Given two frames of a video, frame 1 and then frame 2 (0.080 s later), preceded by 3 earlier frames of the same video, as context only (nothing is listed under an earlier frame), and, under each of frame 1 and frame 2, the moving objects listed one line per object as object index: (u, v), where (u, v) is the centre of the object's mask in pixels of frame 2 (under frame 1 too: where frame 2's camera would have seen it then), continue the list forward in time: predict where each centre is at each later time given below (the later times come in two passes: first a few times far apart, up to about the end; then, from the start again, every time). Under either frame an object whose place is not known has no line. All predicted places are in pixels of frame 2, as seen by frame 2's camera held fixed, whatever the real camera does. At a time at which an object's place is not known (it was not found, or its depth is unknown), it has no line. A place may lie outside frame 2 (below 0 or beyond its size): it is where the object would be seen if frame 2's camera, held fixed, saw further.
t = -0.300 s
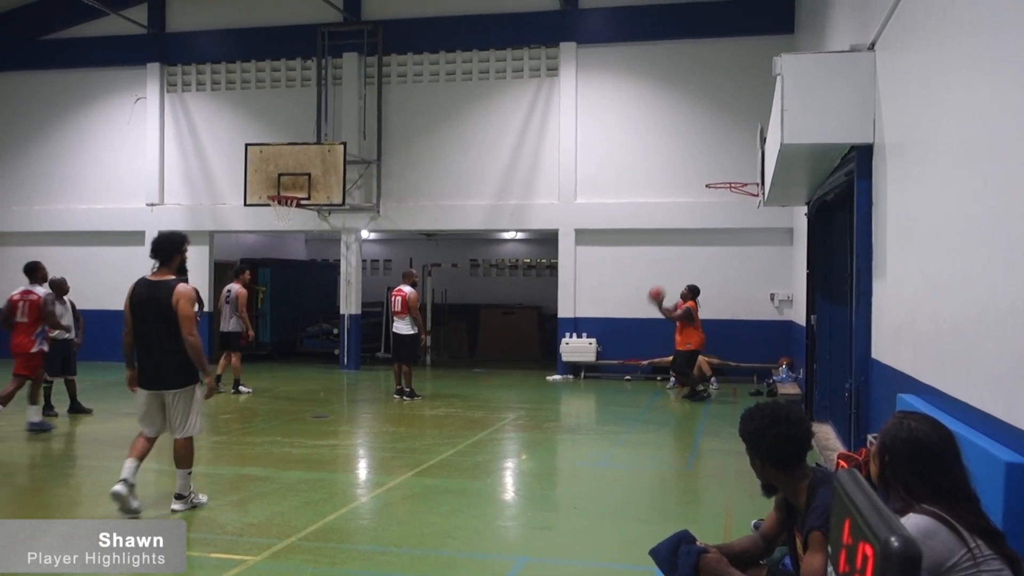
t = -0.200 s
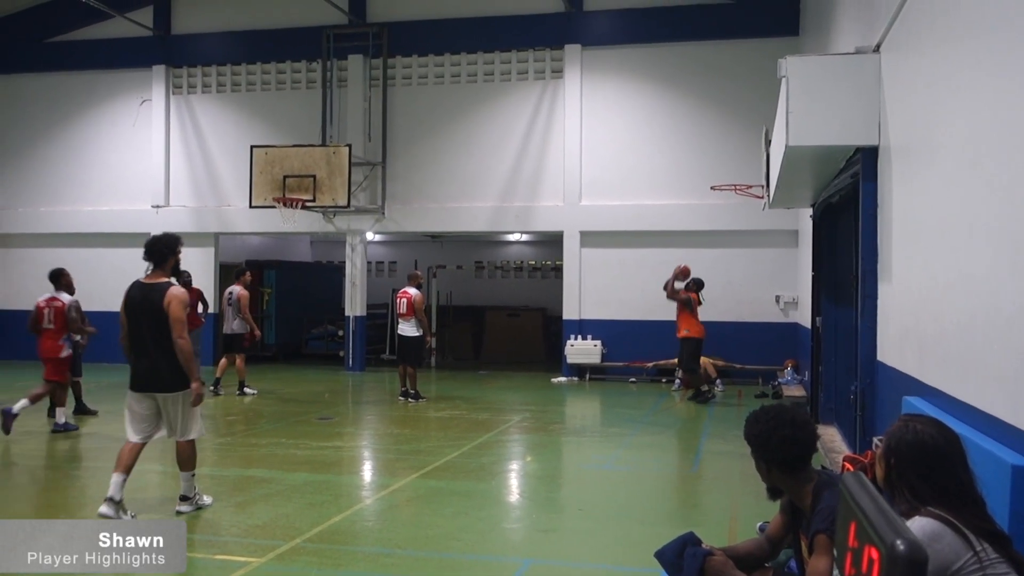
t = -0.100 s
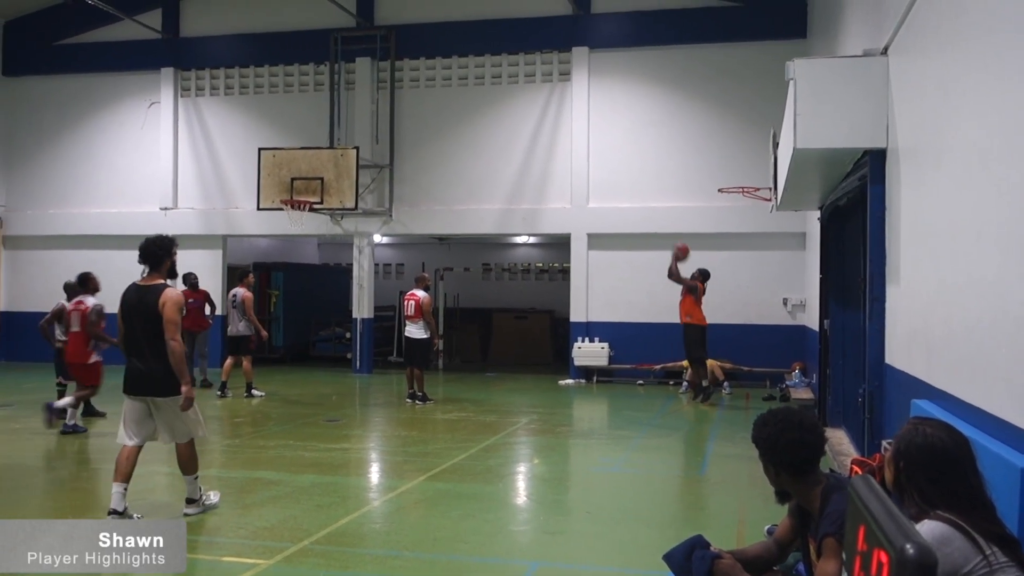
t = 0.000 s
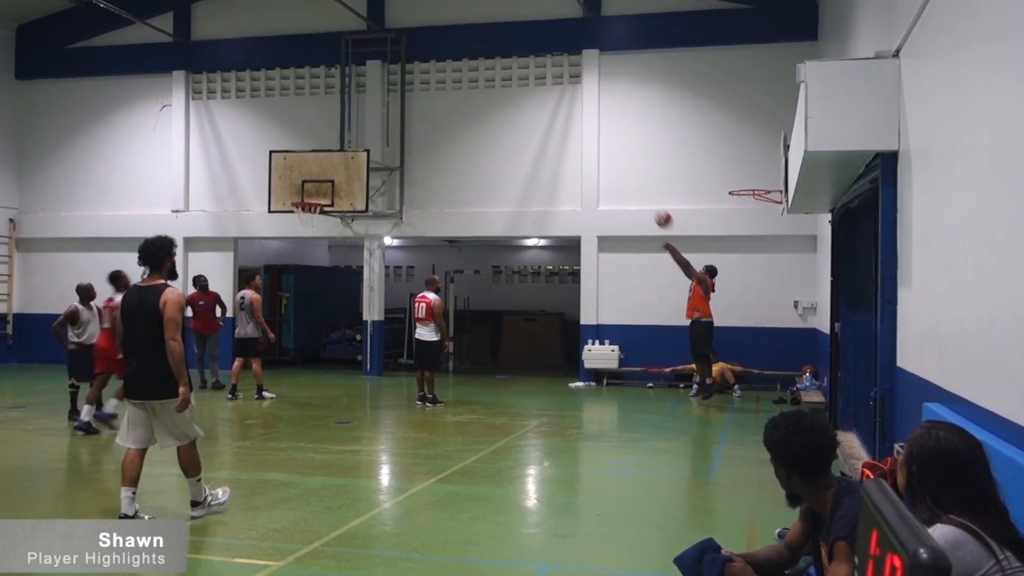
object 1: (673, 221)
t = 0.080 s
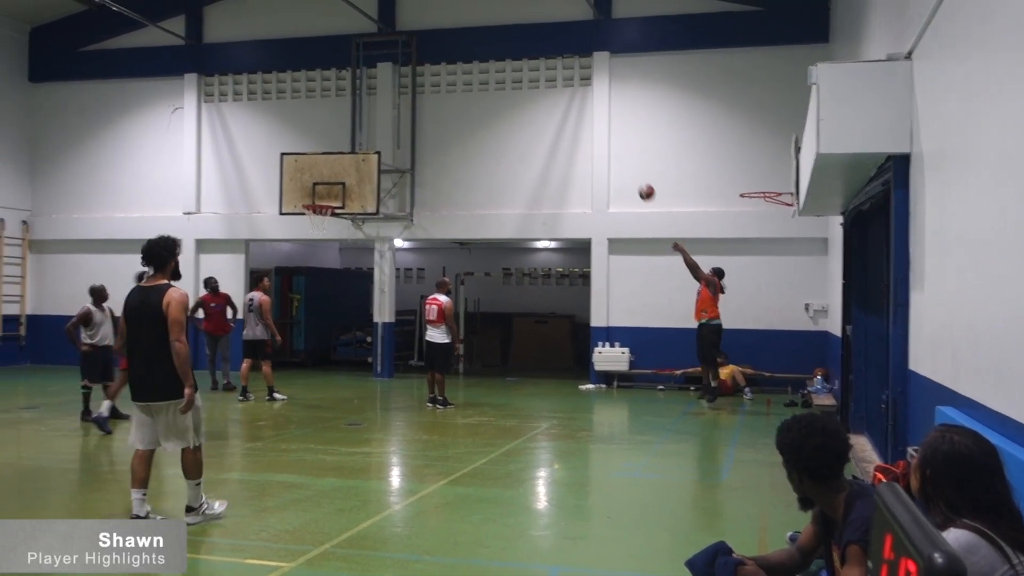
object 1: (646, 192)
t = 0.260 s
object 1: (585, 144)
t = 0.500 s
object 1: (511, 113)
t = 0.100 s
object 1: (640, 186)
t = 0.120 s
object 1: (633, 180)
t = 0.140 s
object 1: (626, 174)
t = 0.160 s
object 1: (619, 168)
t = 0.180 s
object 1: (612, 162)
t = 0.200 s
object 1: (606, 157)
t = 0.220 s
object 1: (599, 152)
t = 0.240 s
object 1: (592, 148)
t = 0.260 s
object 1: (585, 144)
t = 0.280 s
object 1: (579, 140)
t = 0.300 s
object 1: (573, 136)
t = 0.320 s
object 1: (566, 132)
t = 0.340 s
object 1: (560, 129)
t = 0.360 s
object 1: (554, 126)
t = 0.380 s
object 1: (548, 123)
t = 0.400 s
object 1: (542, 121)
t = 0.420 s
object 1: (536, 119)
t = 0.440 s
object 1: (529, 118)
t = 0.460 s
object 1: (523, 116)
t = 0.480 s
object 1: (517, 115)
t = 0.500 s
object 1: (511, 113)
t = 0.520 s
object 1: (505, 113)
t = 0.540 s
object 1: (499, 112)
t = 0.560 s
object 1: (493, 112)
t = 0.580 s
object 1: (488, 112)
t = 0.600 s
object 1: (482, 112)
